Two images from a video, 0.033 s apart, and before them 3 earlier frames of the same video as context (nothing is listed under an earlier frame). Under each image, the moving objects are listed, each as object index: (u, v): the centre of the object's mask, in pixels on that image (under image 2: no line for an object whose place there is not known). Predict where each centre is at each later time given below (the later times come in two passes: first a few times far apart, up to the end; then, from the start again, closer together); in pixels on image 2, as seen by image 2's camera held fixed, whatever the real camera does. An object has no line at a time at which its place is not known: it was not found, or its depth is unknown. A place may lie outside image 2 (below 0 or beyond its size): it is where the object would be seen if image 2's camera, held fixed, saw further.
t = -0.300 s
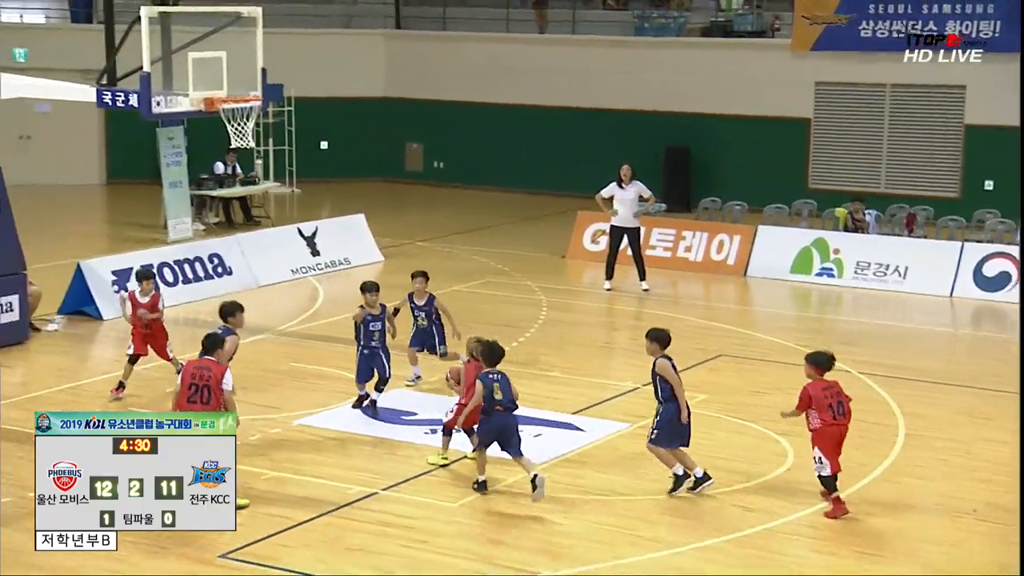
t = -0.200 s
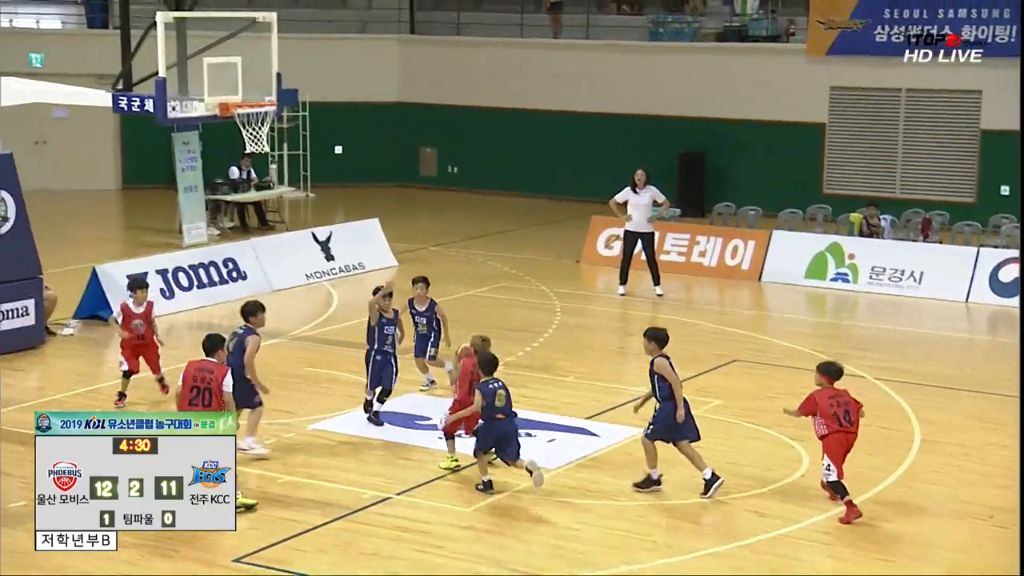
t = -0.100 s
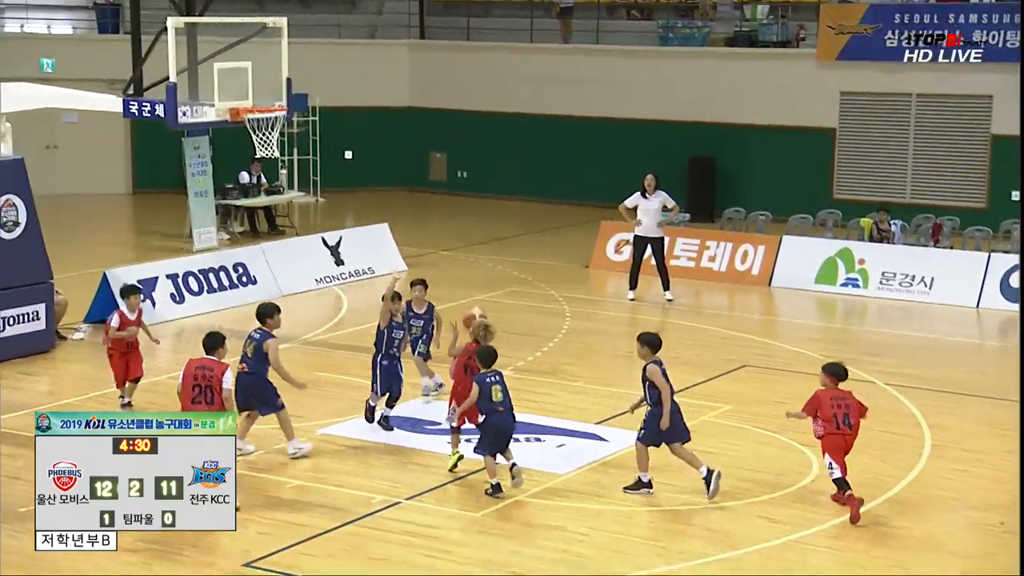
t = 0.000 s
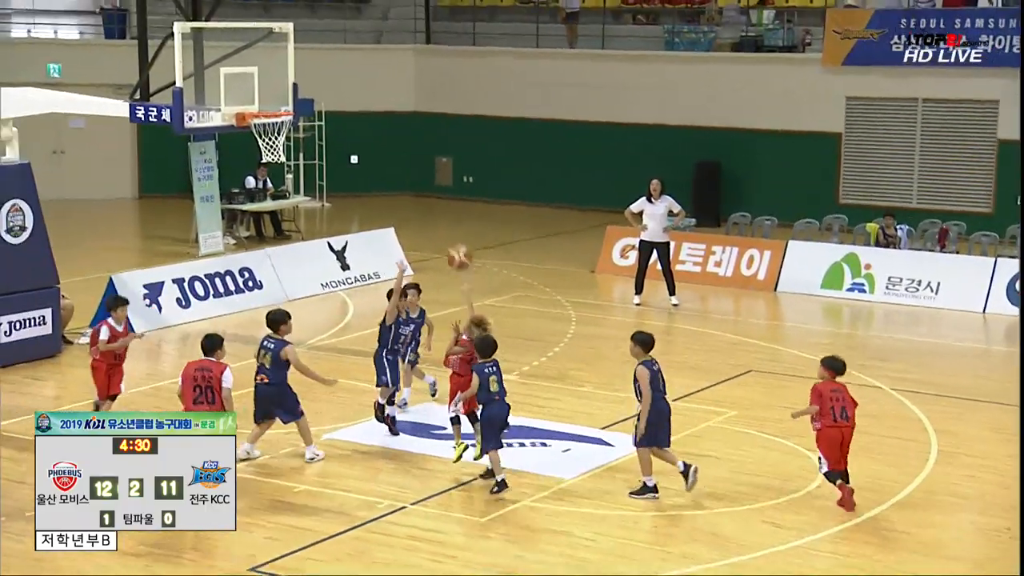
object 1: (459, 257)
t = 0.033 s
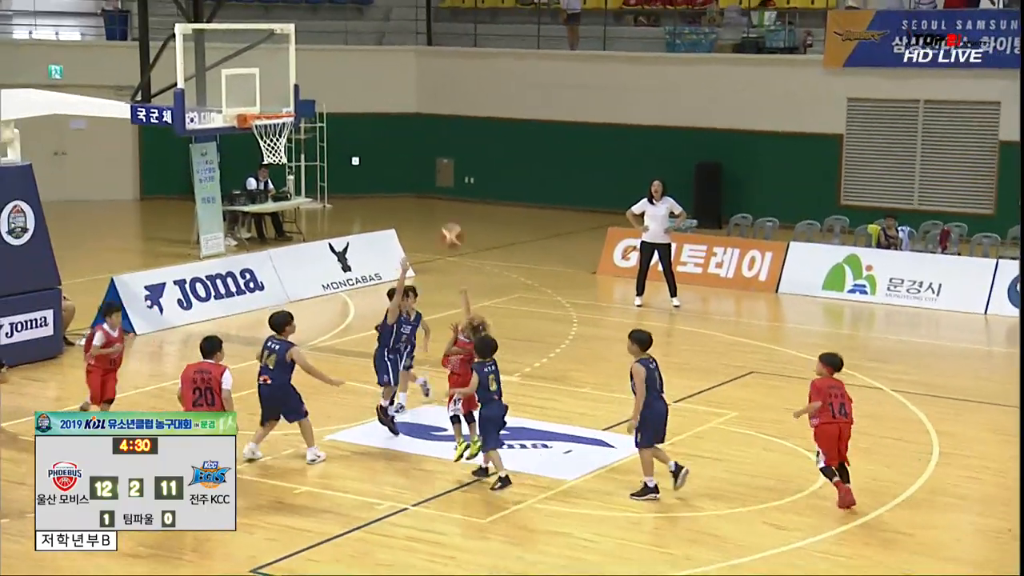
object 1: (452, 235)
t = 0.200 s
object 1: (409, 146)
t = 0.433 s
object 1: (352, 72)
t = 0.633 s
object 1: (308, 56)
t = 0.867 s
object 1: (259, 87)
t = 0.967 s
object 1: (268, 103)
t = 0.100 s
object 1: (434, 195)
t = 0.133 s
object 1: (427, 178)
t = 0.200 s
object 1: (409, 146)
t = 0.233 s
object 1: (401, 131)
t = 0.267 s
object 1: (393, 119)
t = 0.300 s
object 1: (384, 107)
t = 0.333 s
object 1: (376, 97)
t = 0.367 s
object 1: (368, 87)
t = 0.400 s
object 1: (360, 79)
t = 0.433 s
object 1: (352, 72)
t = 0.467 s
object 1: (344, 66)
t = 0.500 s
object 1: (337, 62)
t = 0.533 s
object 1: (330, 59)
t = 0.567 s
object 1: (322, 57)
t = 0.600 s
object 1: (316, 56)
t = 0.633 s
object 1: (308, 56)
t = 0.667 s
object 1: (301, 58)
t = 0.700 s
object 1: (294, 60)
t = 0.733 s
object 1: (287, 63)
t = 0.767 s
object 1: (280, 68)
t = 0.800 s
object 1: (273, 73)
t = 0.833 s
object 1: (266, 79)
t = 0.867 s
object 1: (259, 87)
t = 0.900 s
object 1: (253, 95)
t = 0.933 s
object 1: (260, 102)
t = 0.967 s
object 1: (268, 103)
